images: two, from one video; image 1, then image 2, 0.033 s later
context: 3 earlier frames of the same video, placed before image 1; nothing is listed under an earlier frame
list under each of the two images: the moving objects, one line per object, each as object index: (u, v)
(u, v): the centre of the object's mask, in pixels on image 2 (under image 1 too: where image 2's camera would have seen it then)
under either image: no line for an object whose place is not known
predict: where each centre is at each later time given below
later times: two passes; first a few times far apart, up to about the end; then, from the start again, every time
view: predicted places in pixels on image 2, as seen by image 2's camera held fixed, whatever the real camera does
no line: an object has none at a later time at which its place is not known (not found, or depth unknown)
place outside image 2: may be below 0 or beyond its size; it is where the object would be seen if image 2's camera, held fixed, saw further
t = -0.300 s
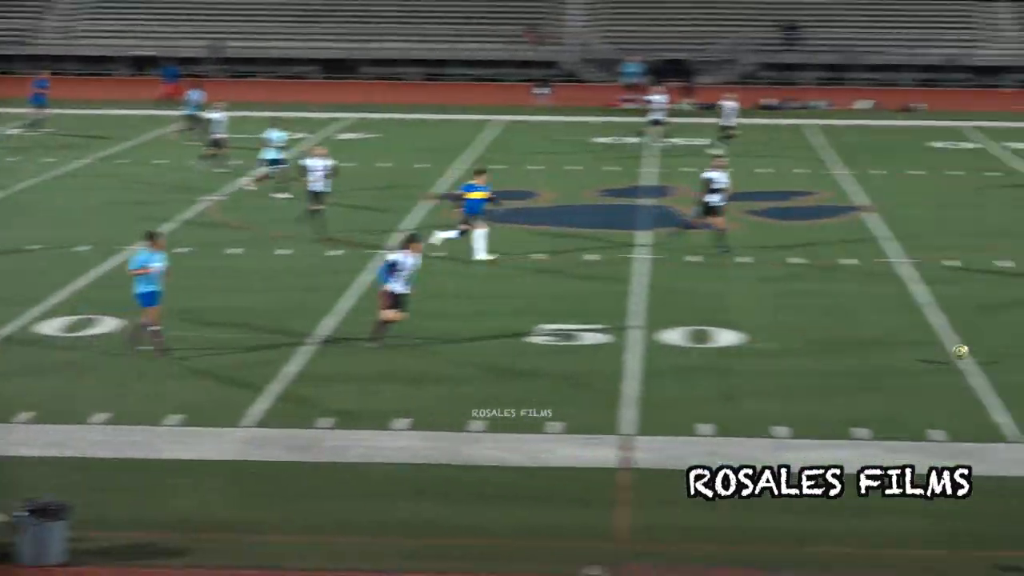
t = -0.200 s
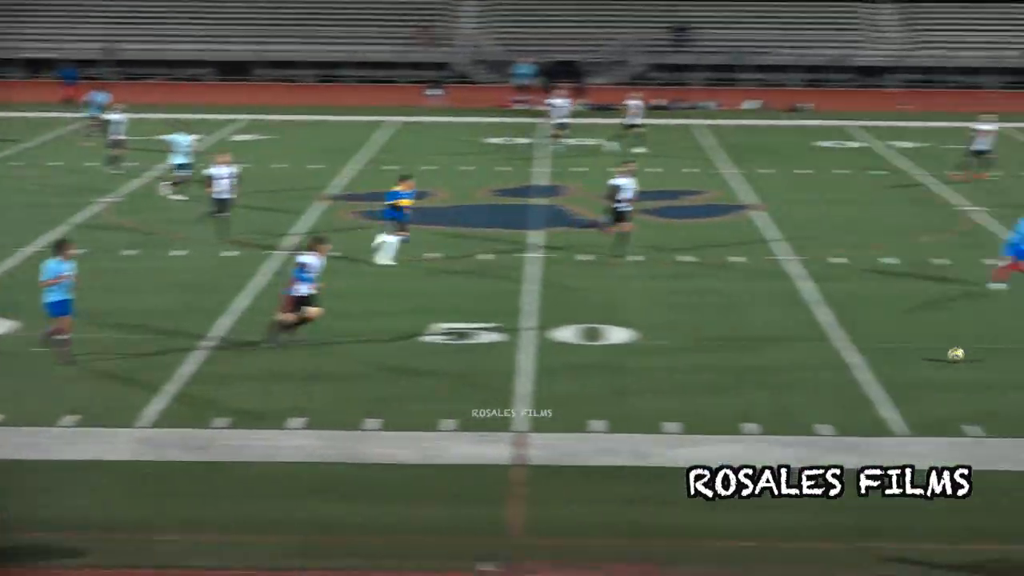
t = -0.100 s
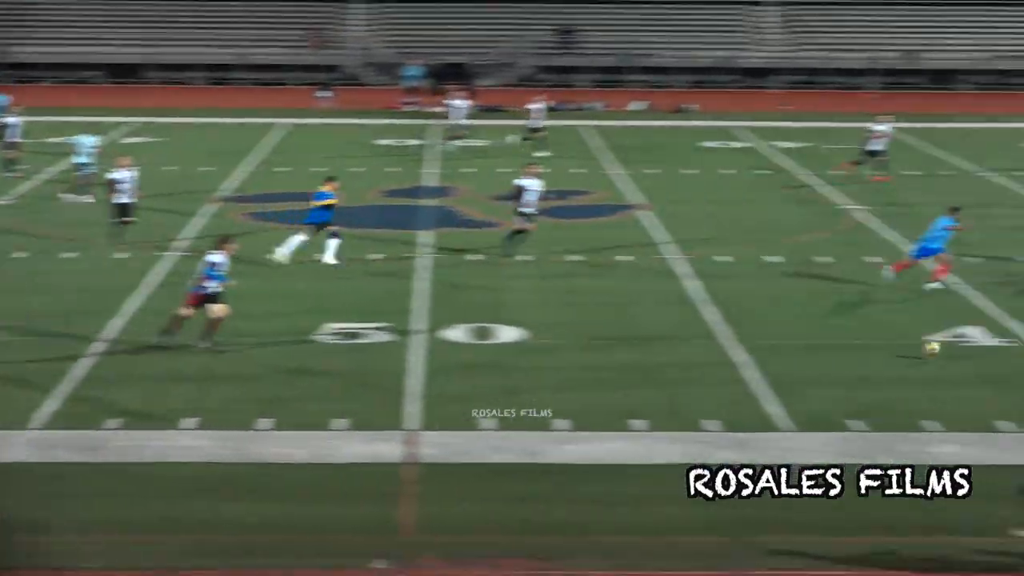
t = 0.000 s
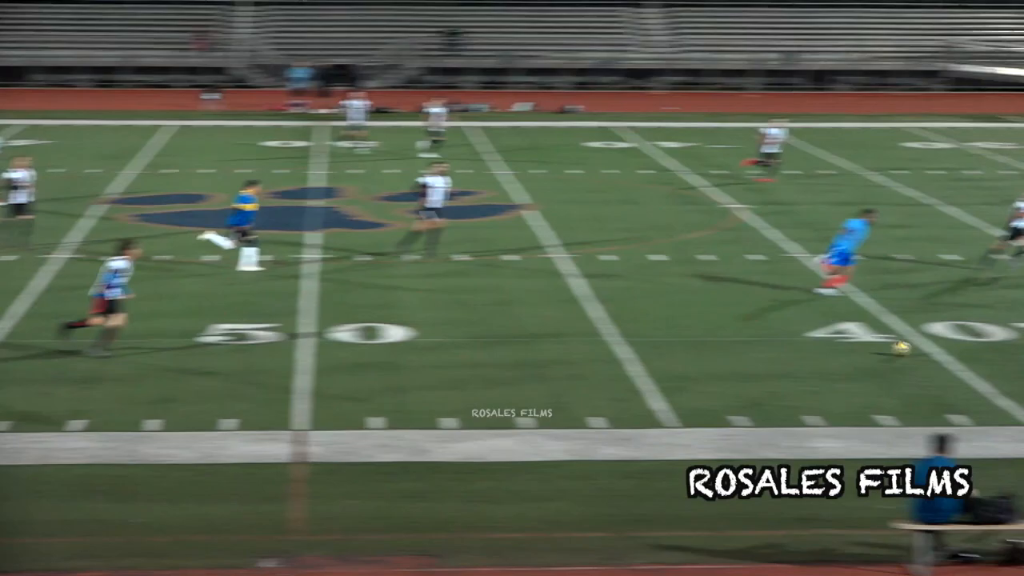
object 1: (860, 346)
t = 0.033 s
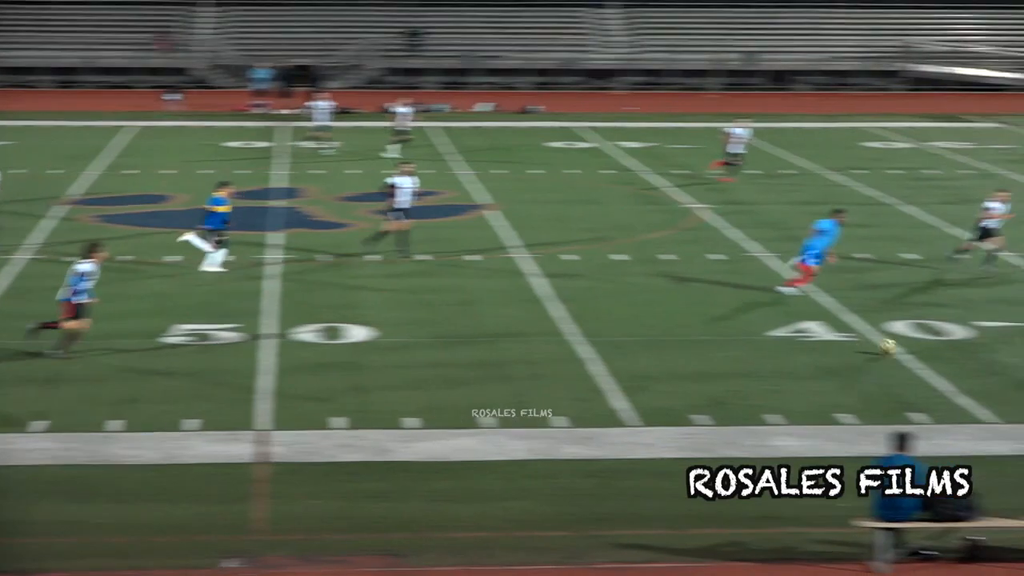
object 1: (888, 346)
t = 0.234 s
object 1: (1040, 345)
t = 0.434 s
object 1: (1173, 346)
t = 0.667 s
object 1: (1324, 349)
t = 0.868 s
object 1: (1453, 352)
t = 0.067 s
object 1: (915, 346)
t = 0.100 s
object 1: (941, 347)
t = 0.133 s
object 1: (968, 347)
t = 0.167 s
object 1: (992, 346)
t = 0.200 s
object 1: (1017, 345)
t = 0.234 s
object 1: (1040, 345)
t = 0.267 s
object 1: (1062, 345)
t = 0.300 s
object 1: (1085, 347)
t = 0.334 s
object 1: (1107, 350)
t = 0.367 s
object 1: (1130, 349)
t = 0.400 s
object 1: (1151, 347)
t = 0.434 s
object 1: (1173, 346)
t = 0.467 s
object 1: (1195, 346)
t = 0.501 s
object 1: (1217, 347)
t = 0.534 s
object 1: (1238, 350)
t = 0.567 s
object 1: (1259, 351)
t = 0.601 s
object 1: (1281, 350)
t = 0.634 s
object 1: (1303, 349)
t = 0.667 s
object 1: (1324, 349)
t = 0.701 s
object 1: (1346, 350)
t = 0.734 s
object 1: (1367, 352)
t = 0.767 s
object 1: (1389, 353)
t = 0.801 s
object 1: (1411, 352)
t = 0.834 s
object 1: (1432, 352)
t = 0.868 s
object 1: (1453, 352)
